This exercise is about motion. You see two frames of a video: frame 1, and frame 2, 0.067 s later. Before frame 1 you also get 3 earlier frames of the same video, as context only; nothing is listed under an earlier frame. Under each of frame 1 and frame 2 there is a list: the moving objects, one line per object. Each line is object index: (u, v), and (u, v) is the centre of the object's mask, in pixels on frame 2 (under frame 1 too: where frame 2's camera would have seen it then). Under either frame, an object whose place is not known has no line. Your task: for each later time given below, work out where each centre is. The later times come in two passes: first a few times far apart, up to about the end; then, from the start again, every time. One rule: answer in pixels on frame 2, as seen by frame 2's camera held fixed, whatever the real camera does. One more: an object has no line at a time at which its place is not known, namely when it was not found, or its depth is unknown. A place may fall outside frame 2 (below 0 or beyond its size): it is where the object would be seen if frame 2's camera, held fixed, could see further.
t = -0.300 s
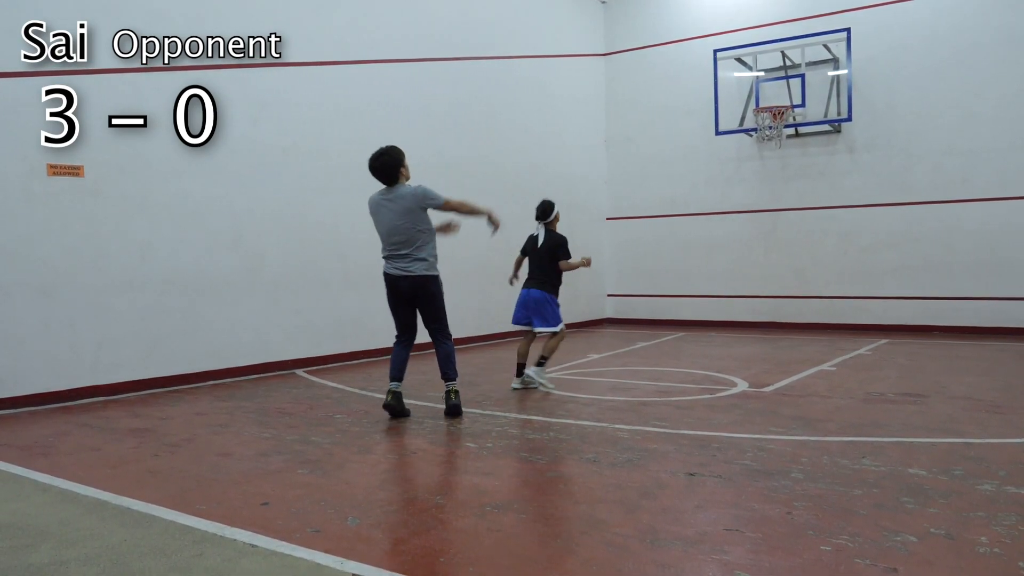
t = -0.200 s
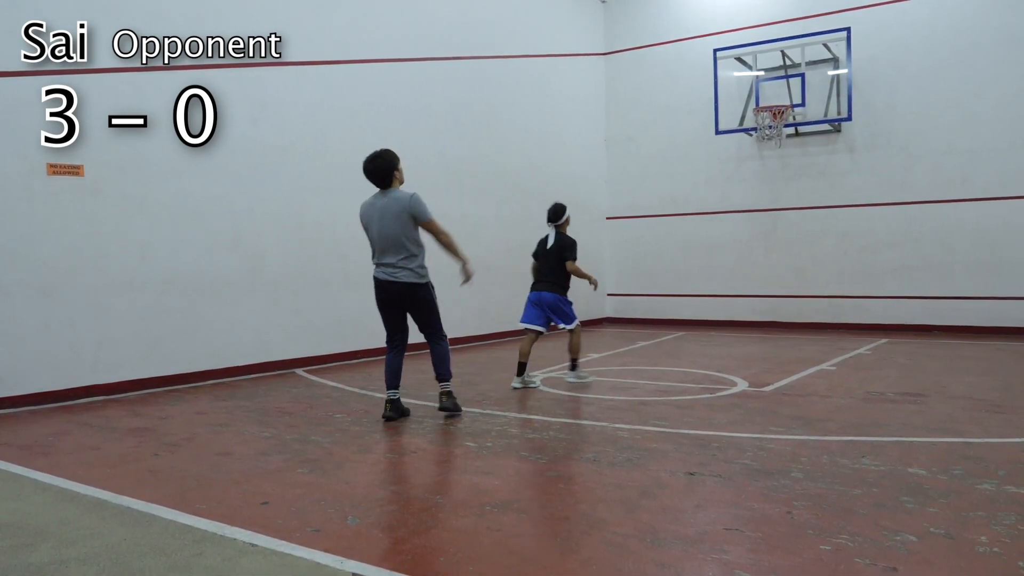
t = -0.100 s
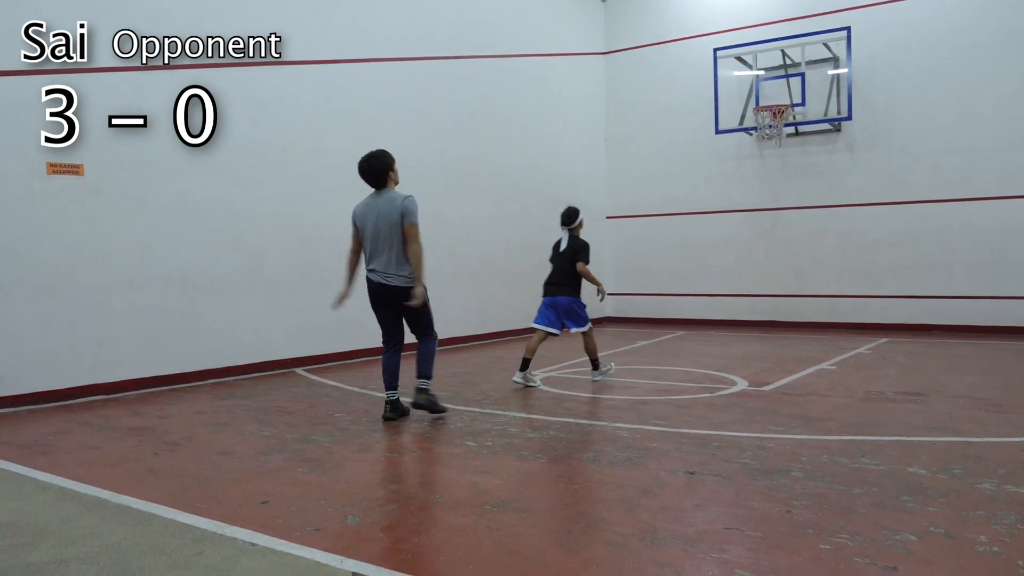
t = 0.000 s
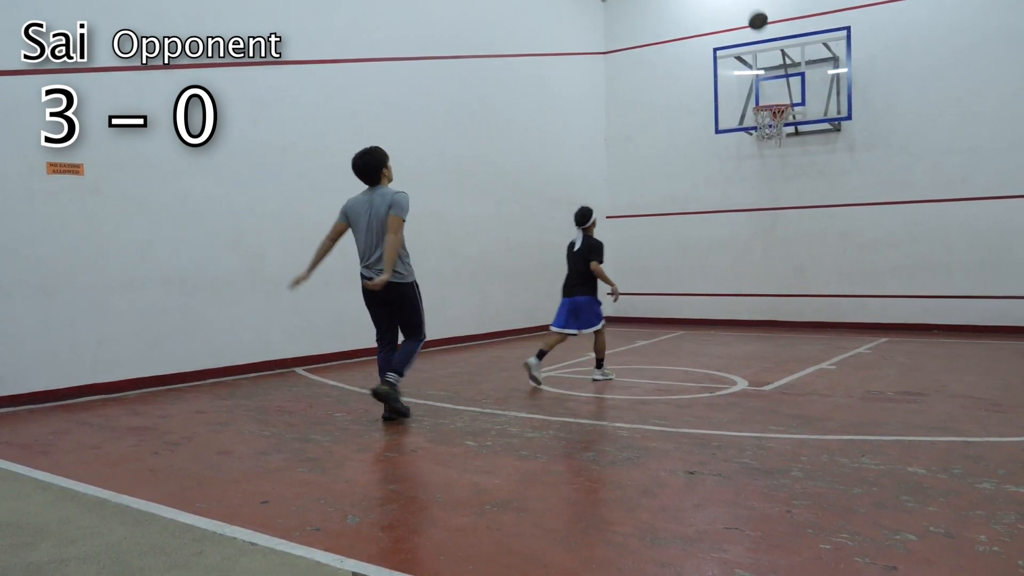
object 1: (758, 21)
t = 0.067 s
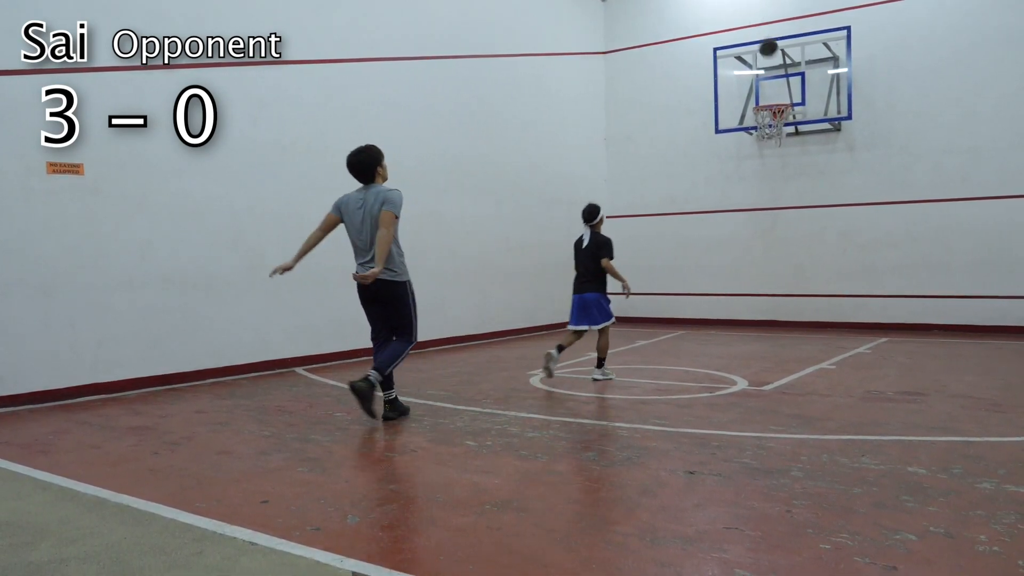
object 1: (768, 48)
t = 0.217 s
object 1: (779, 100)
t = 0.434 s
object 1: (735, 89)
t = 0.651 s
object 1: (690, 105)
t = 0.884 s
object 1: (642, 160)
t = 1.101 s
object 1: (599, 247)
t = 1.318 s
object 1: (560, 309)
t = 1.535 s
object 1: (533, 243)
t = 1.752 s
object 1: (515, 212)
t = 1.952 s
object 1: (535, 210)
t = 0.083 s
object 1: (770, 55)
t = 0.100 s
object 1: (773, 63)
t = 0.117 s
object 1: (775, 70)
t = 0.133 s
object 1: (777, 77)
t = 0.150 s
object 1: (780, 85)
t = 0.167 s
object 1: (781, 92)
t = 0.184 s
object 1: (784, 98)
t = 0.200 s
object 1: (782, 99)
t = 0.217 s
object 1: (779, 100)
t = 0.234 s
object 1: (777, 101)
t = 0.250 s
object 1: (774, 100)
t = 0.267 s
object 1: (770, 99)
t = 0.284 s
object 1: (767, 97)
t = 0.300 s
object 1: (763, 96)
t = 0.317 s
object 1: (759, 95)
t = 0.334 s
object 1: (757, 94)
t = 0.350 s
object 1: (753, 92)
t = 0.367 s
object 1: (749, 92)
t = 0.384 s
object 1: (745, 91)
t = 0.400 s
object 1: (742, 90)
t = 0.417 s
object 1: (739, 90)
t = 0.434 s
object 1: (735, 89)
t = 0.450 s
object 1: (732, 89)
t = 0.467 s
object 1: (728, 90)
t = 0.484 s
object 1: (725, 90)
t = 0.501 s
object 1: (721, 91)
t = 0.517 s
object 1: (718, 91)
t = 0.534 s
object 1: (714, 92)
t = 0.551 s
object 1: (711, 94)
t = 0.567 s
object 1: (707, 95)
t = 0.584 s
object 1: (704, 96)
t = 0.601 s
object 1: (700, 98)
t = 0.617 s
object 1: (697, 100)
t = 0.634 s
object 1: (694, 103)
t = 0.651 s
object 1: (690, 105)
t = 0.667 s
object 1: (687, 107)
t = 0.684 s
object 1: (683, 110)
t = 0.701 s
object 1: (680, 113)
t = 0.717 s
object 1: (676, 116)
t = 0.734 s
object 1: (673, 120)
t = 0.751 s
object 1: (669, 124)
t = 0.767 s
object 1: (666, 128)
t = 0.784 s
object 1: (662, 132)
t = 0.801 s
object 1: (659, 136)
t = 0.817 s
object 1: (656, 141)
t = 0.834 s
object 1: (652, 145)
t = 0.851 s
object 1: (649, 150)
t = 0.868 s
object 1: (645, 155)
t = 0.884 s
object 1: (642, 160)
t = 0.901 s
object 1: (639, 166)
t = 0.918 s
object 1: (635, 171)
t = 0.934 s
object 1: (632, 177)
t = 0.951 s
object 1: (629, 183)
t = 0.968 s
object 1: (625, 189)
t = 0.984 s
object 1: (622, 196)
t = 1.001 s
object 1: (619, 203)
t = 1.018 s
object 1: (615, 210)
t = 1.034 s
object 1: (612, 217)
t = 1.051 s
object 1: (608, 225)
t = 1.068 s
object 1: (605, 232)
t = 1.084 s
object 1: (602, 240)
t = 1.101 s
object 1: (599, 247)
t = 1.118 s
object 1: (595, 256)
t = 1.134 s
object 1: (592, 264)
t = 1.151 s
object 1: (589, 273)
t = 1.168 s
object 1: (585, 281)
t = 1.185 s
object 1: (582, 290)
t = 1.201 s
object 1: (579, 299)
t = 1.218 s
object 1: (576, 308)
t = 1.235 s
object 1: (573, 318)
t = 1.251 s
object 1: (570, 328)
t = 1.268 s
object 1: (567, 331)
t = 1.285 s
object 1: (564, 323)
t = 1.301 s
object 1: (562, 316)
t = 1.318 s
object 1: (560, 309)
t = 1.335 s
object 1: (558, 303)
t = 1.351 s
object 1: (556, 297)
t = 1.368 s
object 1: (554, 291)
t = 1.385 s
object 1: (552, 285)
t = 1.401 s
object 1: (549, 280)
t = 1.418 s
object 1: (547, 275)
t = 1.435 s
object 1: (545, 269)
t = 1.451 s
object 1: (543, 265)
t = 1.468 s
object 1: (541, 260)
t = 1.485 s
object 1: (539, 256)
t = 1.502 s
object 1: (537, 251)
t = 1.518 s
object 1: (535, 247)
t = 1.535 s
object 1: (533, 243)
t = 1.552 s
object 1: (531, 240)
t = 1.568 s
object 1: (529, 236)
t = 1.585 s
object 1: (527, 233)
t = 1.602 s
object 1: (525, 230)
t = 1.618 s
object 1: (523, 227)
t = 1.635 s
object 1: (521, 225)
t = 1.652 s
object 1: (518, 222)
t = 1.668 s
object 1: (517, 220)
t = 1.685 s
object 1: (515, 218)
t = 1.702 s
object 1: (512, 217)
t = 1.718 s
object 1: (511, 215)
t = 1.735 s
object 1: (513, 213)
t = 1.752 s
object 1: (515, 212)
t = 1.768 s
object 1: (516, 211)
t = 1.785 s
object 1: (518, 209)
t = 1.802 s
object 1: (520, 209)
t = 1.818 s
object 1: (521, 208)
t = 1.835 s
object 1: (523, 208)
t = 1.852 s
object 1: (524, 207)
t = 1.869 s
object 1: (526, 207)
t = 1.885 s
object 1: (528, 208)
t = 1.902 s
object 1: (530, 208)
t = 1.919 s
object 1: (531, 208)
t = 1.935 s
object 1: (533, 209)
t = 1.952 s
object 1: (535, 210)
